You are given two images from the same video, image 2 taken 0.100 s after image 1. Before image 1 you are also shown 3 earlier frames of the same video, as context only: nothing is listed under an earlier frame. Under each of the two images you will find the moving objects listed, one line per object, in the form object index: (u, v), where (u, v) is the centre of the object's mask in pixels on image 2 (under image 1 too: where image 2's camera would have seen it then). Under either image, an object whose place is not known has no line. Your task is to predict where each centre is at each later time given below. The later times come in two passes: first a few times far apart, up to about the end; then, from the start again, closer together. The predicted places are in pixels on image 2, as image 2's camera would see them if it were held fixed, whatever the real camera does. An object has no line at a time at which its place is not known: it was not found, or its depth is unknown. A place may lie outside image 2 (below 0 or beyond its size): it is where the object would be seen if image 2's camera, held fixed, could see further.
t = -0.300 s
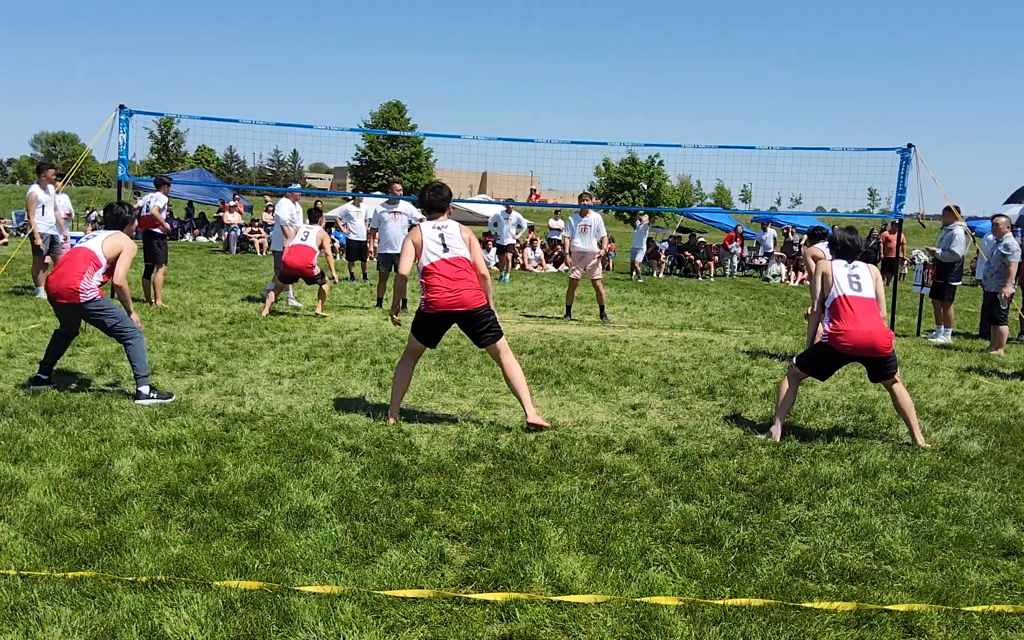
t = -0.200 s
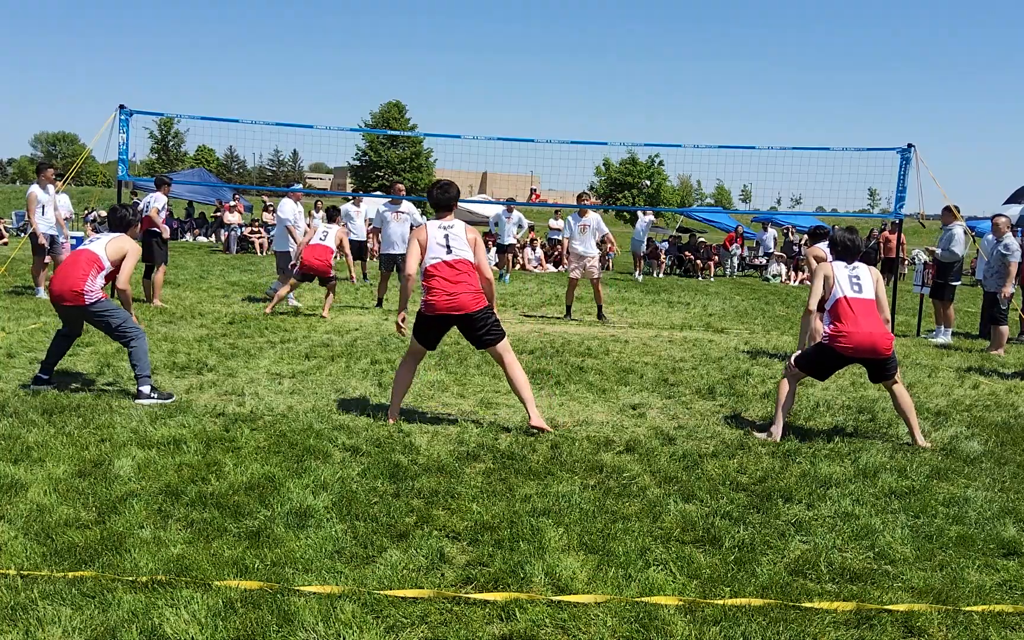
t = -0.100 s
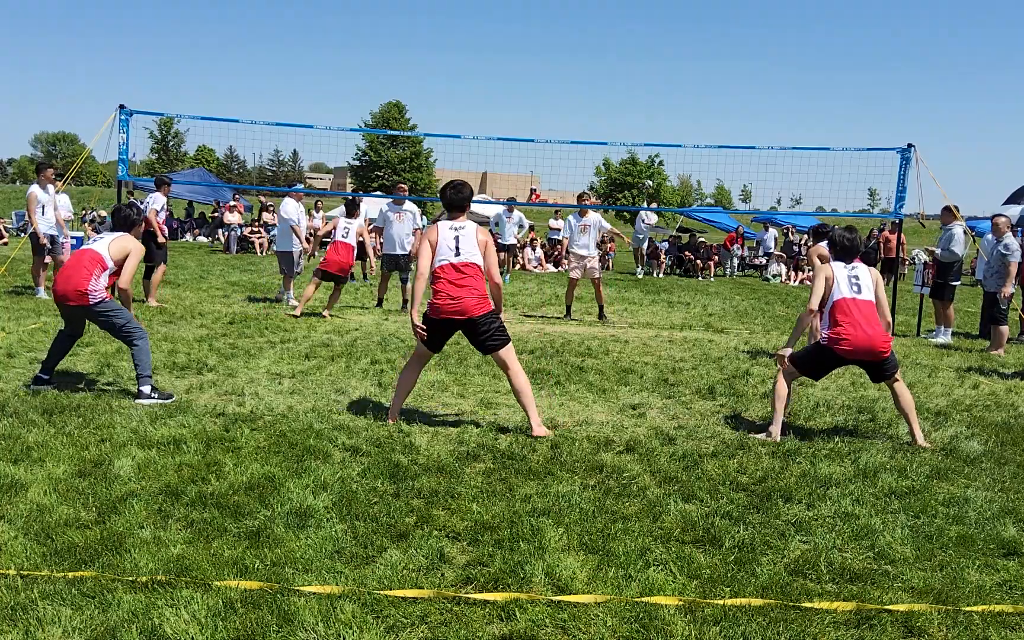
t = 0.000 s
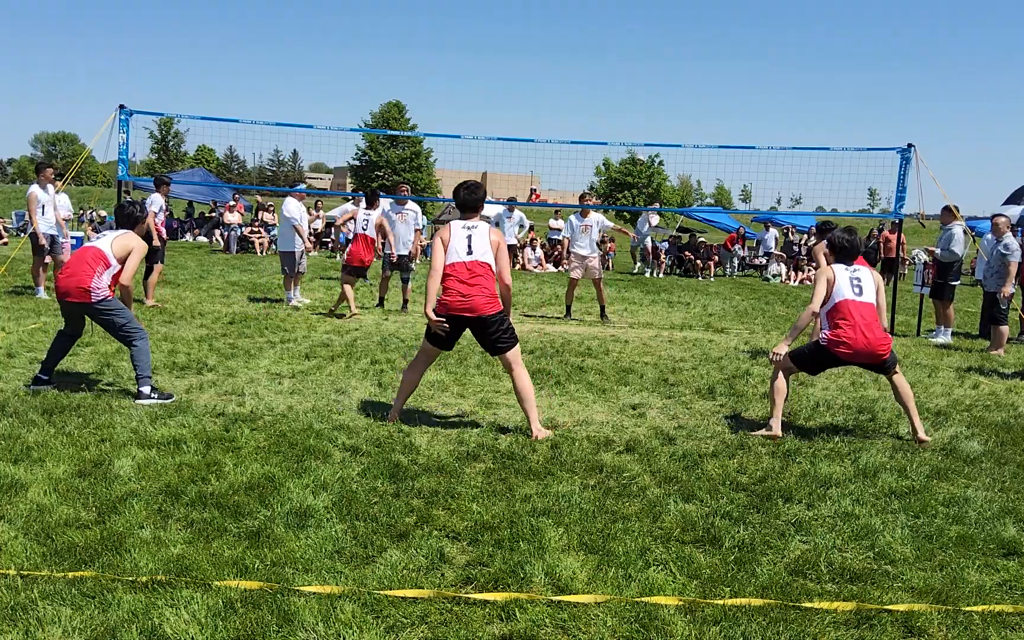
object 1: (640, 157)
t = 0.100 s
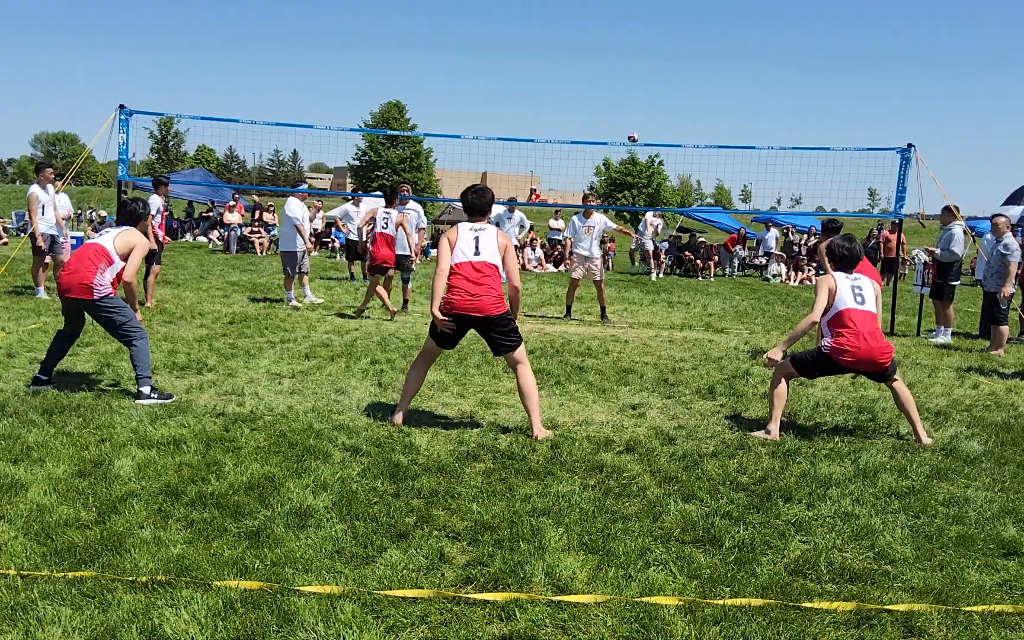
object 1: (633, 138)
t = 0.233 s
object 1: (619, 109)
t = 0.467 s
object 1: (580, 72)
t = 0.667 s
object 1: (532, 61)
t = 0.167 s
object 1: (626, 123)
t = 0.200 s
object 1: (623, 116)
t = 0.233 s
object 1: (619, 109)
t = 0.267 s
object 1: (614, 103)
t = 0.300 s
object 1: (610, 97)
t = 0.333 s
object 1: (605, 91)
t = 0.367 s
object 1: (599, 86)
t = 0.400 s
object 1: (593, 81)
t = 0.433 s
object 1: (587, 76)
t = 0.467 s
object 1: (580, 72)
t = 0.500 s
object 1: (573, 69)
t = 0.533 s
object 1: (566, 65)
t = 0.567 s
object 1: (558, 63)
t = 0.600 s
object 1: (550, 62)
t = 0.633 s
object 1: (541, 61)
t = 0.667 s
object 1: (532, 61)
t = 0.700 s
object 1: (522, 62)
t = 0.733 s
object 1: (511, 64)
